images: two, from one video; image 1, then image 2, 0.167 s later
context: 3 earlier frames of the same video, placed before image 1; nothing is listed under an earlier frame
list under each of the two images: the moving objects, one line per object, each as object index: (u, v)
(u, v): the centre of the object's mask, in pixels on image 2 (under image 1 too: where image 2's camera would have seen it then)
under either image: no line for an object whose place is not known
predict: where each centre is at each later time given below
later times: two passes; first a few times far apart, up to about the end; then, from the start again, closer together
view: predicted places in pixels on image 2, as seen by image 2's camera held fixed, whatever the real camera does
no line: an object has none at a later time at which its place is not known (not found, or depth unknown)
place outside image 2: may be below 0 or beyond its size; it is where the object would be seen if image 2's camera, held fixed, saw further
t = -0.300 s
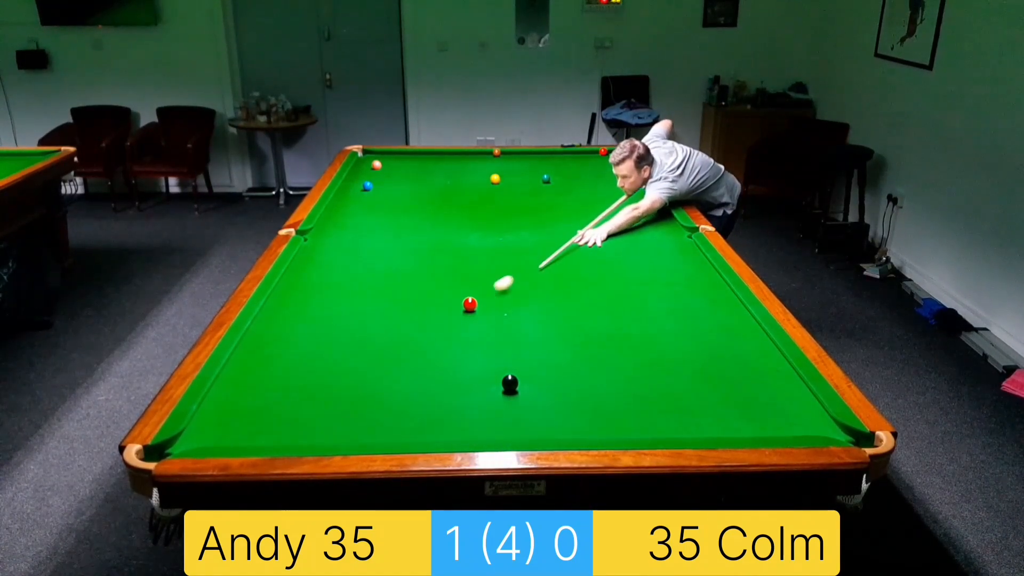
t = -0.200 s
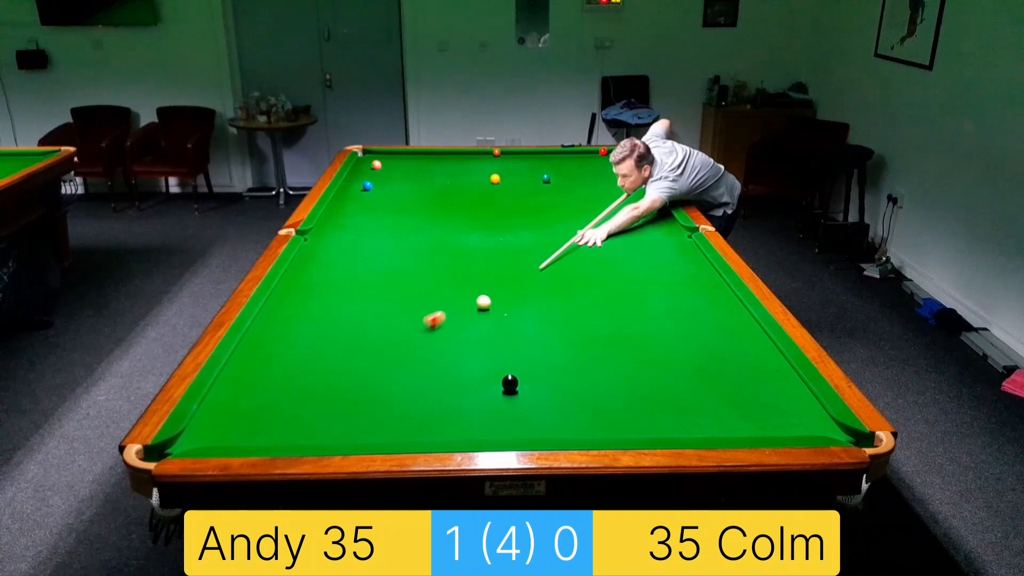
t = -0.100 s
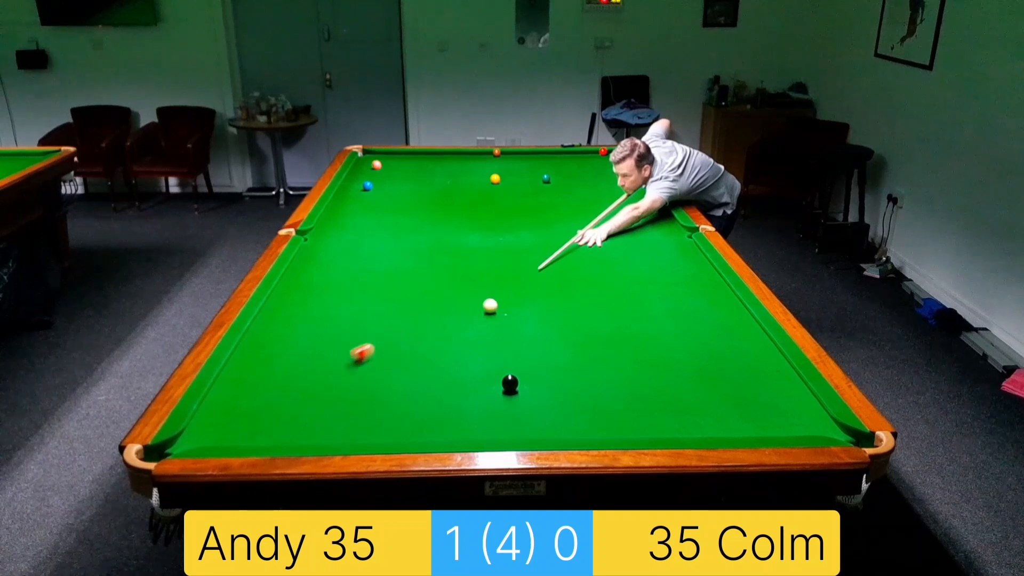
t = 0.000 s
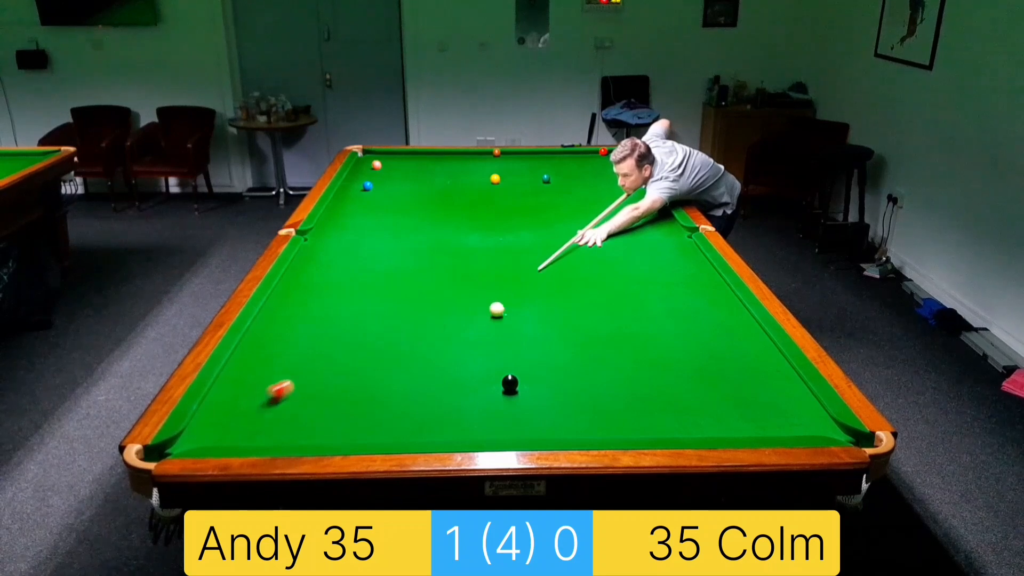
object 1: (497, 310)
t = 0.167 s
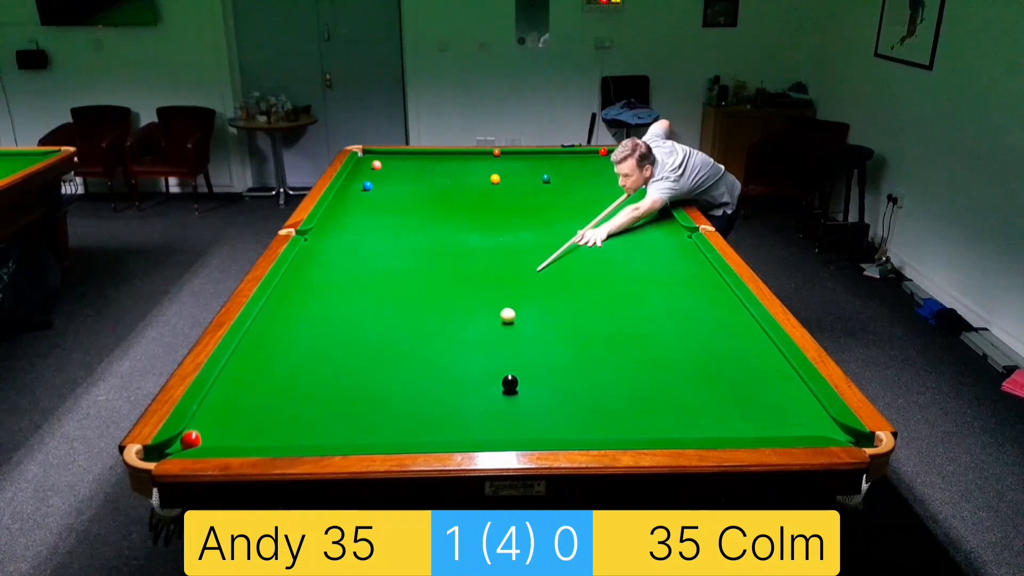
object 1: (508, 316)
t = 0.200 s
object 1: (510, 317)
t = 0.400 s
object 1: (523, 324)
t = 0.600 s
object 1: (536, 331)
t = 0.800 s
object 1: (549, 339)
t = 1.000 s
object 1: (562, 345)
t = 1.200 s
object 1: (574, 352)
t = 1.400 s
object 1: (586, 358)
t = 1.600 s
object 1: (598, 364)
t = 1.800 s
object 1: (609, 370)
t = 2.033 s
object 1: (621, 377)
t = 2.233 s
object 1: (631, 382)
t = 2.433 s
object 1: (641, 387)
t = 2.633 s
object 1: (650, 392)
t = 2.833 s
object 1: (658, 396)
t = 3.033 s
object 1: (665, 400)
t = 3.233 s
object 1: (672, 403)
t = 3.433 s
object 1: (677, 406)
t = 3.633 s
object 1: (682, 408)
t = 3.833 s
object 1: (686, 410)
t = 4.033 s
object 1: (688, 412)
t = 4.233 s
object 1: (689, 412)
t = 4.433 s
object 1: (689, 412)
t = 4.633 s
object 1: (689, 412)
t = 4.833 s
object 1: (689, 412)
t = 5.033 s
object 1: (689, 412)
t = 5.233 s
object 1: (689, 412)
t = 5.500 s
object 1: (686, 408)
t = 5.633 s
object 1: (689, 412)
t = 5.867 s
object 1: (689, 412)
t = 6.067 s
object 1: (689, 412)
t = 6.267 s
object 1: (689, 412)
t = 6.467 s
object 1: (689, 412)
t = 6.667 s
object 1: (689, 412)
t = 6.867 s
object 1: (689, 412)
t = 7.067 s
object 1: (689, 412)
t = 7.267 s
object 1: (689, 412)
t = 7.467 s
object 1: (689, 412)
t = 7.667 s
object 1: (689, 412)
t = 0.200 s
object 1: (510, 317)
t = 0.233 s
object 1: (512, 318)
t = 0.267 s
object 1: (514, 319)
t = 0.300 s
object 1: (517, 321)
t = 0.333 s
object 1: (519, 322)
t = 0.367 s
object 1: (521, 323)
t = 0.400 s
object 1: (523, 324)
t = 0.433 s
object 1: (525, 325)
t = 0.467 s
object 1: (527, 327)
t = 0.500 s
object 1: (530, 328)
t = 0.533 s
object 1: (531, 329)
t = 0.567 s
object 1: (534, 330)
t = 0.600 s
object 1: (536, 331)
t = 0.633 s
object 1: (538, 332)
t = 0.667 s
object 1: (540, 334)
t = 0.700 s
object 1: (542, 335)
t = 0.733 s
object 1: (545, 336)
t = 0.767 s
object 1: (547, 337)
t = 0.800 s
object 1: (549, 339)
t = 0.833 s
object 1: (551, 339)
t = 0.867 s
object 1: (553, 340)
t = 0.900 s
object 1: (555, 342)
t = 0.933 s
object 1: (557, 343)
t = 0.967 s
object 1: (559, 344)
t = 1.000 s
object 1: (562, 345)
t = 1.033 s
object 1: (563, 346)
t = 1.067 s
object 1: (566, 347)
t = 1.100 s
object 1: (568, 349)
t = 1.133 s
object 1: (570, 350)
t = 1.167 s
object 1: (572, 351)
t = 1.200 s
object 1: (574, 352)
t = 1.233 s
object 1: (576, 353)
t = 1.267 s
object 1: (578, 354)
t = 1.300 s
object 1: (580, 355)
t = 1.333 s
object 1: (582, 356)
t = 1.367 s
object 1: (584, 357)
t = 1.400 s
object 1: (586, 358)
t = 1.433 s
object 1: (588, 359)
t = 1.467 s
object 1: (590, 360)
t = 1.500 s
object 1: (592, 361)
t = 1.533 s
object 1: (594, 362)
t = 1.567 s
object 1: (596, 363)
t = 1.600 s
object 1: (598, 364)
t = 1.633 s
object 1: (600, 365)
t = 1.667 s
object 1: (601, 366)
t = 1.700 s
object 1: (603, 367)
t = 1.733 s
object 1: (605, 368)
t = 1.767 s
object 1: (607, 369)
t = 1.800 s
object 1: (609, 370)
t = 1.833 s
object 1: (611, 371)
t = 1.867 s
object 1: (612, 372)
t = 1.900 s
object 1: (614, 373)
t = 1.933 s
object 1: (616, 374)
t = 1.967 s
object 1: (618, 375)
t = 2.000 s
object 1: (620, 376)
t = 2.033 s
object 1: (621, 377)
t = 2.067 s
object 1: (623, 378)
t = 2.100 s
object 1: (625, 379)
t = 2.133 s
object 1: (626, 380)
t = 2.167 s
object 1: (628, 380)
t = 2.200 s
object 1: (630, 381)
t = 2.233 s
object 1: (631, 382)
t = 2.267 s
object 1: (633, 383)
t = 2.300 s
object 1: (635, 384)
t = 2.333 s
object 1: (636, 385)
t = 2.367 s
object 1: (638, 386)
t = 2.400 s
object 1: (639, 387)
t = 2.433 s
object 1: (641, 387)
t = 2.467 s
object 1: (642, 388)
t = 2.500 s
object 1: (644, 389)
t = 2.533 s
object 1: (645, 390)
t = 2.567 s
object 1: (647, 391)
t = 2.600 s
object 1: (648, 391)
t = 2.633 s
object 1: (650, 392)
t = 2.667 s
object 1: (651, 393)
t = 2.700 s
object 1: (653, 394)
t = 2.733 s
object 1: (654, 394)
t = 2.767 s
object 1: (655, 395)
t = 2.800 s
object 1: (657, 396)
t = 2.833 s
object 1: (658, 396)
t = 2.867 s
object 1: (659, 397)
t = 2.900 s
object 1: (660, 398)
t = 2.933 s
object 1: (662, 398)
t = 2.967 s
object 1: (663, 399)
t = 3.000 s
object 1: (664, 399)
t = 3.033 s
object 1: (665, 400)
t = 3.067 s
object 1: (666, 401)
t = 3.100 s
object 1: (667, 401)
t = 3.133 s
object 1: (668, 402)
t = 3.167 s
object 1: (670, 402)
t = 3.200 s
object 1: (671, 403)
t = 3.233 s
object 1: (672, 403)
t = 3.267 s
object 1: (672, 404)
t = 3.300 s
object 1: (674, 404)
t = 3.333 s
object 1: (674, 405)
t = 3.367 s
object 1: (675, 405)
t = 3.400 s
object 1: (676, 406)
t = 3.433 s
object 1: (677, 406)
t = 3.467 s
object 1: (678, 407)
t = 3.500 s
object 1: (679, 407)
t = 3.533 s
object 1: (679, 407)
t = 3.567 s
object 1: (680, 408)
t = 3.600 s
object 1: (681, 408)
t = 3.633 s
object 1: (682, 408)
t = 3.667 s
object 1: (682, 409)
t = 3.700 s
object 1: (683, 409)
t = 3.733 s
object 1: (684, 409)
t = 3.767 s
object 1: (684, 410)
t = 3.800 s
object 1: (685, 410)
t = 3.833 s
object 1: (686, 410)
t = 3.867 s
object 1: (686, 411)
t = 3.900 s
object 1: (686, 411)
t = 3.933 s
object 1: (687, 411)
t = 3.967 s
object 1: (687, 411)
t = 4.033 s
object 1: (688, 412)
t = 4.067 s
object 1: (688, 412)
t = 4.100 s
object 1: (689, 412)
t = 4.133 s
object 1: (689, 412)
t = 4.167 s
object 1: (689, 412)
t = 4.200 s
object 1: (689, 412)
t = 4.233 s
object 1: (689, 412)
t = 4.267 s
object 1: (689, 413)
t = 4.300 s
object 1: (689, 413)
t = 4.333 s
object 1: (689, 413)
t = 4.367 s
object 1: (689, 413)
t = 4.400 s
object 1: (689, 413)
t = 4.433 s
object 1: (689, 412)
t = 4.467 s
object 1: (689, 412)
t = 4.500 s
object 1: (689, 412)
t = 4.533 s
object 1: (689, 412)
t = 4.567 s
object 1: (689, 412)
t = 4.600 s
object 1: (689, 412)
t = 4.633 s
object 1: (689, 412)
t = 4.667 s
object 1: (689, 412)
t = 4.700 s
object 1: (689, 412)
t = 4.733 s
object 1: (689, 412)
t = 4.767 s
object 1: (689, 412)
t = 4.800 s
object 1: (689, 412)
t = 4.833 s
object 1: (689, 412)
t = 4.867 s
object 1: (689, 412)
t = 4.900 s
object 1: (689, 412)
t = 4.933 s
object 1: (689, 412)
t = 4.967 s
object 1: (689, 412)
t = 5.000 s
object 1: (689, 412)
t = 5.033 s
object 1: (689, 412)
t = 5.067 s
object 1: (689, 412)
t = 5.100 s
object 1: (689, 412)
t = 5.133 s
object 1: (689, 412)
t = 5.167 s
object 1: (689, 412)
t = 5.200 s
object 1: (689, 412)
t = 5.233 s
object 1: (689, 412)
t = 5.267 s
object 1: (690, 410)
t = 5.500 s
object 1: (686, 408)
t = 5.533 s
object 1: (688, 411)
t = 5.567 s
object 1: (689, 412)
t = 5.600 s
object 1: (689, 412)
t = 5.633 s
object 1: (689, 412)
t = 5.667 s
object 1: (689, 412)
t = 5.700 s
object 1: (689, 412)
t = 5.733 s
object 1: (689, 412)
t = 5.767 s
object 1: (689, 412)
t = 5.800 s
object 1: (689, 412)
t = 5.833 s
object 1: (689, 412)
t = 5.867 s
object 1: (689, 412)
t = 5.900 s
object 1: (689, 412)
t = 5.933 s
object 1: (689, 412)
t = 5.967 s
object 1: (689, 411)
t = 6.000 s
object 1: (689, 412)
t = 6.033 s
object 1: (689, 412)
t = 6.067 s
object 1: (689, 412)
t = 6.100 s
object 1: (689, 412)
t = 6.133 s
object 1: (689, 412)
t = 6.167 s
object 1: (689, 412)
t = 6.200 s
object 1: (689, 412)
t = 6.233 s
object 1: (689, 412)
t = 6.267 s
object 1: (689, 412)
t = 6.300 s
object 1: (689, 412)
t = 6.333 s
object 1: (689, 412)
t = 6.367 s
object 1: (689, 412)
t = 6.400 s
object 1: (689, 412)
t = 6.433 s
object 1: (689, 412)
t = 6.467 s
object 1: (689, 412)
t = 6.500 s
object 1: (689, 412)
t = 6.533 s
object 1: (689, 412)
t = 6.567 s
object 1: (689, 412)
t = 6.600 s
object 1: (689, 412)
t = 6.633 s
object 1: (689, 412)
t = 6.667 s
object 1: (689, 412)
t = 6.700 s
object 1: (689, 412)
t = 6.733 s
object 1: (689, 412)
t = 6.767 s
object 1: (689, 412)
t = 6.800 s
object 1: (689, 412)
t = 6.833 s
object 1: (689, 412)
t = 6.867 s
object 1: (689, 412)
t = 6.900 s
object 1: (689, 412)
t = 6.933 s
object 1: (689, 412)
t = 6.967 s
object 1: (689, 412)
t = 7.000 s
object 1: (689, 412)
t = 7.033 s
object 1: (689, 412)
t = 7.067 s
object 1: (689, 412)
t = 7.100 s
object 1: (689, 412)
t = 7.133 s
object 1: (689, 412)
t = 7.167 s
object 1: (689, 412)
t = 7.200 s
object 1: (689, 412)
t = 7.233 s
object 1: (689, 412)
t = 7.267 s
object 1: (689, 412)
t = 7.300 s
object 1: (689, 412)
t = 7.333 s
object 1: (689, 412)
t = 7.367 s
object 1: (689, 412)
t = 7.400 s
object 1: (689, 412)
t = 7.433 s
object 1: (689, 412)
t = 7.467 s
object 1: (689, 412)
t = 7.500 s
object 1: (689, 412)
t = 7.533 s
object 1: (689, 412)
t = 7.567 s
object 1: (689, 412)
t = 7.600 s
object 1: (689, 412)
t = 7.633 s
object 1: (689, 412)
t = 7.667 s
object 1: (689, 412)
